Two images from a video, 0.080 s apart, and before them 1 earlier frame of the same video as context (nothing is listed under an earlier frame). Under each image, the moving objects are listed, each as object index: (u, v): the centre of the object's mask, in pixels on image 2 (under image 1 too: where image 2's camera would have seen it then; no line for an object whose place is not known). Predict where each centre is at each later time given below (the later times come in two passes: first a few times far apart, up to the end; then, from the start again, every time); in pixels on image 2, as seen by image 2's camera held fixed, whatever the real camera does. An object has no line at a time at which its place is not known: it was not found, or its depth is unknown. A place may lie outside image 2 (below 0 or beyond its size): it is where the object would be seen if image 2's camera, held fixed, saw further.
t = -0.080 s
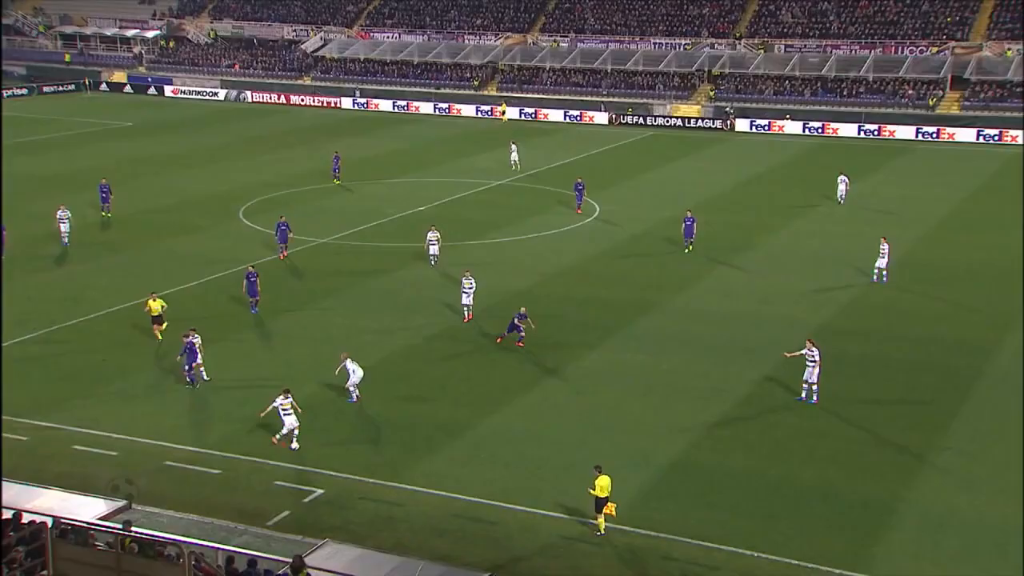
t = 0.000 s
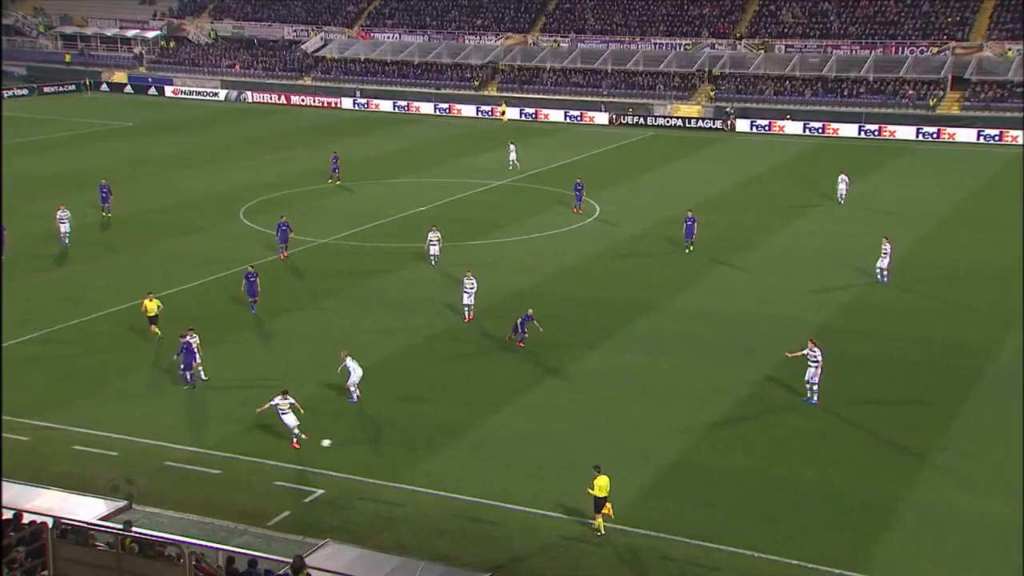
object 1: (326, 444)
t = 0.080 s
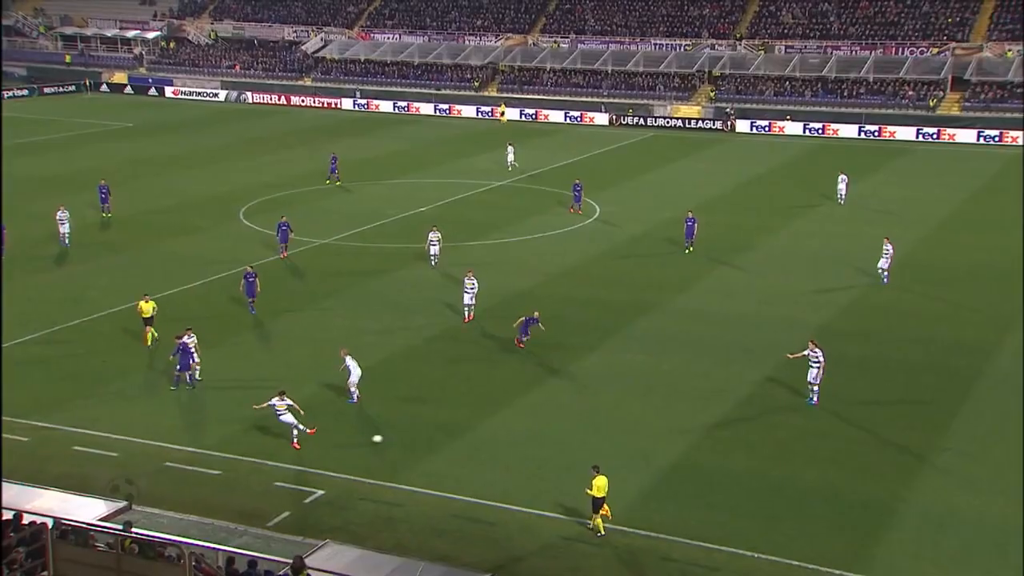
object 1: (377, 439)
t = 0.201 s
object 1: (448, 432)
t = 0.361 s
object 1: (531, 424)
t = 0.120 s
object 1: (402, 437)
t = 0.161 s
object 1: (425, 435)
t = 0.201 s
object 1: (448, 432)
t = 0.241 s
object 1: (470, 430)
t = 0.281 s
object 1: (491, 428)
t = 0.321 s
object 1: (511, 427)
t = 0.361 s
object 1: (531, 424)
